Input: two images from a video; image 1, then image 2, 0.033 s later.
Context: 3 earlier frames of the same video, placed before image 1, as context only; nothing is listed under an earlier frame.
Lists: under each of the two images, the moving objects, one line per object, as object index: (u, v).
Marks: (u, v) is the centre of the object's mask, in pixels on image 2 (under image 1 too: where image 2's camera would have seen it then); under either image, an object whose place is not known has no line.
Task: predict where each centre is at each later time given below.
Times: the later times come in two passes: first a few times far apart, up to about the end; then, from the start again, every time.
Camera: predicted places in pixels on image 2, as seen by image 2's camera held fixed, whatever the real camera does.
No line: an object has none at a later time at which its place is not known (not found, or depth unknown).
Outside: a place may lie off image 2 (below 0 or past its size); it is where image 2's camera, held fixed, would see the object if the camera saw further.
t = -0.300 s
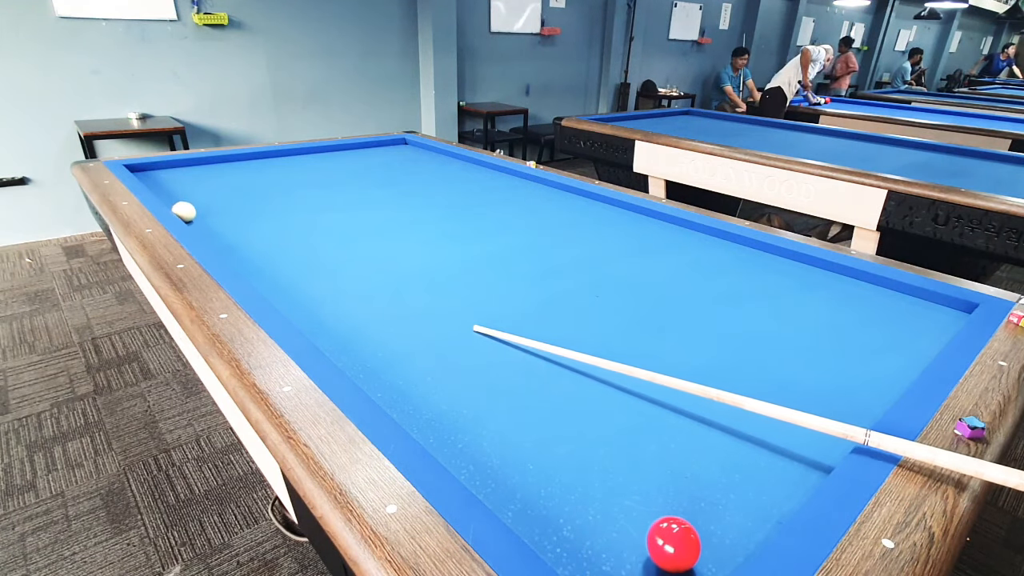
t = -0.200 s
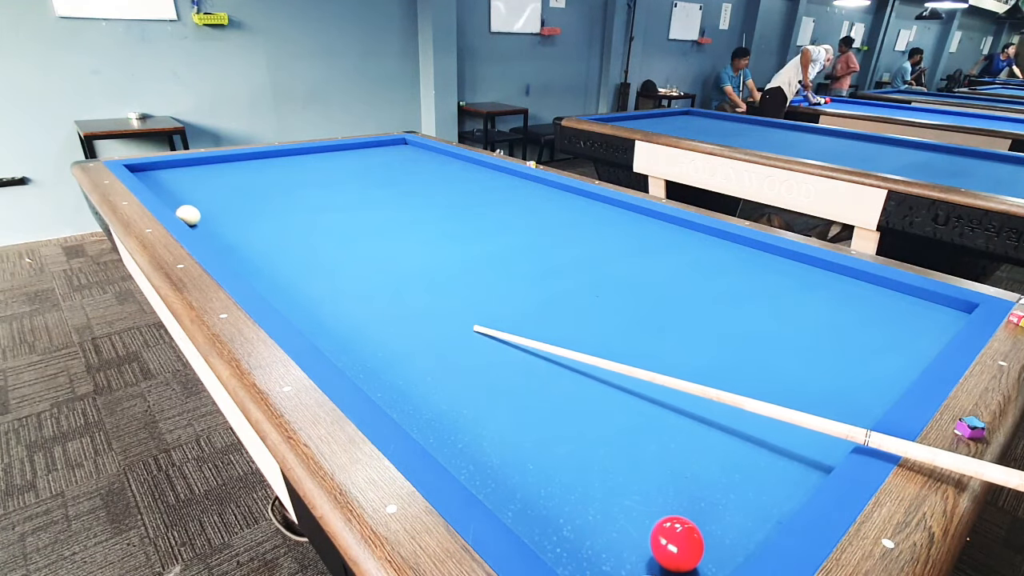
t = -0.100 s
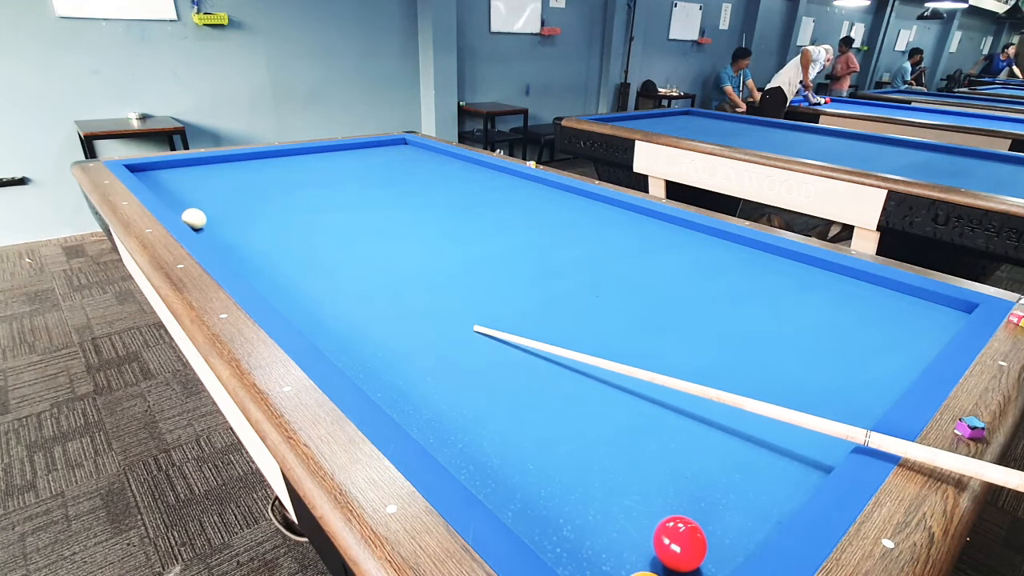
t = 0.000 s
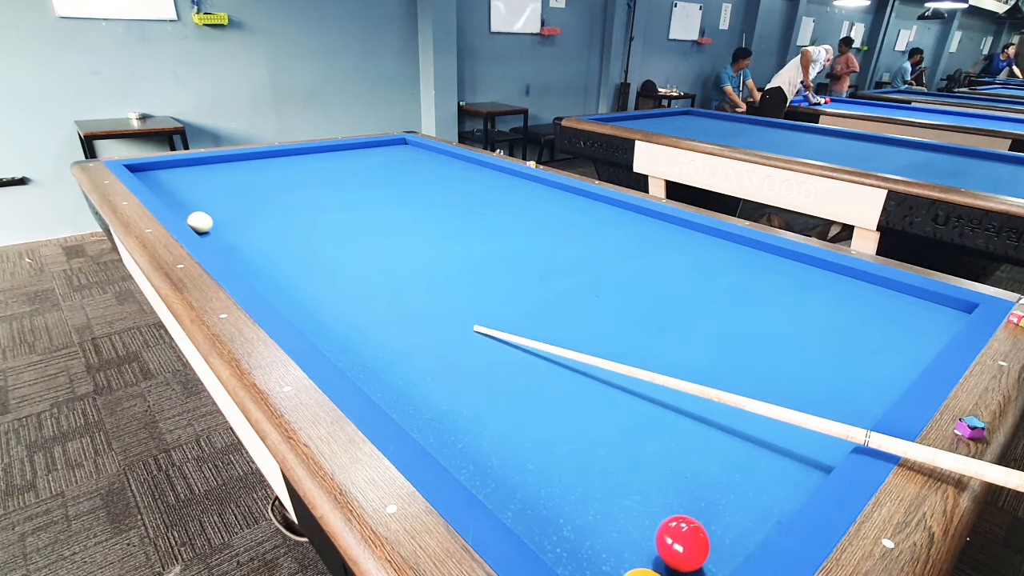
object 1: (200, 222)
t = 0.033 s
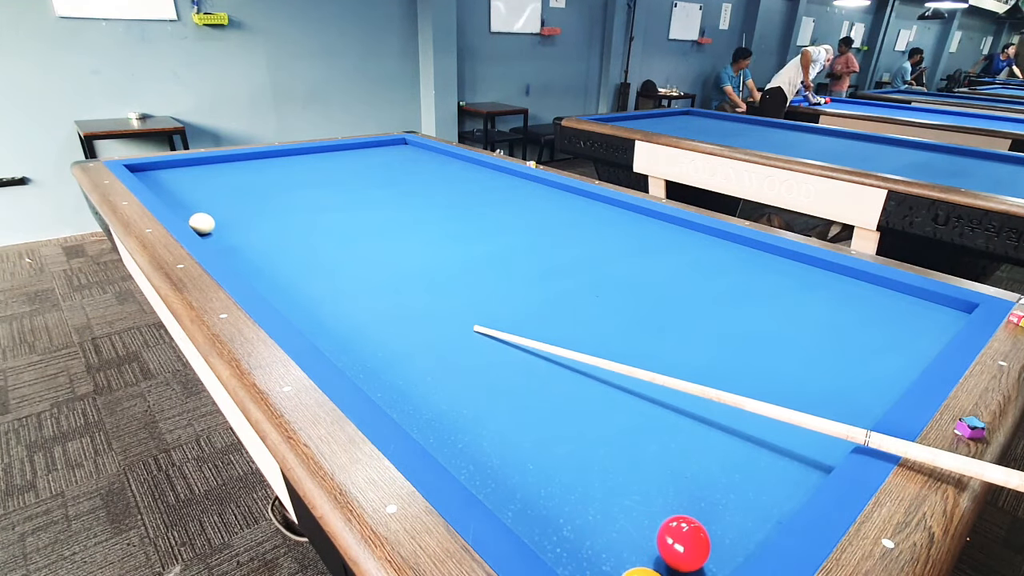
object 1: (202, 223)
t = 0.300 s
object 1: (218, 233)
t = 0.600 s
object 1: (238, 245)
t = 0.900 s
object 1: (259, 257)
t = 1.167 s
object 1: (278, 268)
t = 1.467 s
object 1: (302, 281)
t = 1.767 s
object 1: (327, 295)
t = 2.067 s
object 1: (353, 310)
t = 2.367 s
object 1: (380, 325)
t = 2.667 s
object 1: (410, 341)
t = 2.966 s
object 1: (441, 357)
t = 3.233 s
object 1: (469, 372)
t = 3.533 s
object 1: (503, 390)
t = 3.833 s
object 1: (537, 408)
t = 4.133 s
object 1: (571, 426)
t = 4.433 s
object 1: (606, 446)
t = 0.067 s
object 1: (204, 224)
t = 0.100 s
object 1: (206, 226)
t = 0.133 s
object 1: (208, 227)
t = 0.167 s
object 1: (210, 228)
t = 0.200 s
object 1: (212, 229)
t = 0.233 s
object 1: (214, 230)
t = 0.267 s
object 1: (216, 232)
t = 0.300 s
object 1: (218, 233)
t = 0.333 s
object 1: (220, 234)
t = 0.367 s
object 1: (222, 236)
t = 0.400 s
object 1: (224, 237)
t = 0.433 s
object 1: (227, 238)
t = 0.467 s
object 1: (229, 239)
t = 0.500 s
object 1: (231, 241)
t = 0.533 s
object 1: (233, 242)
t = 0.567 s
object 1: (235, 243)
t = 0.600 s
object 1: (238, 245)
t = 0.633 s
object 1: (240, 246)
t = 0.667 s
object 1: (242, 247)
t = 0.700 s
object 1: (245, 248)
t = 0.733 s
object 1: (247, 249)
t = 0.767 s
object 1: (249, 251)
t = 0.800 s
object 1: (251, 253)
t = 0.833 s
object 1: (254, 254)
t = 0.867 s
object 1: (256, 255)
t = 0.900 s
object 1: (259, 257)
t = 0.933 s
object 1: (261, 258)
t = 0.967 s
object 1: (263, 259)
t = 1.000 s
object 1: (266, 261)
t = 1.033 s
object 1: (268, 262)
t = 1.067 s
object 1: (271, 263)
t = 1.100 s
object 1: (273, 265)
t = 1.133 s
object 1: (276, 266)
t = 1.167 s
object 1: (278, 268)
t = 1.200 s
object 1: (281, 270)
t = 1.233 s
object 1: (283, 271)
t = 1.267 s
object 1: (286, 272)
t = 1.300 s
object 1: (289, 274)
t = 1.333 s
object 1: (291, 275)
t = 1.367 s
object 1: (294, 277)
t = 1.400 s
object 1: (297, 278)
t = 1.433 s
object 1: (299, 280)
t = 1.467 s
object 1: (302, 281)
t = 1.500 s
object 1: (305, 283)
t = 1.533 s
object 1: (307, 284)
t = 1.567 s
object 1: (310, 286)
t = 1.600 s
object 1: (313, 287)
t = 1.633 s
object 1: (315, 289)
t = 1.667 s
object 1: (318, 290)
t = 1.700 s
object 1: (321, 292)
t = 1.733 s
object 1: (324, 294)
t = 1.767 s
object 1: (327, 295)
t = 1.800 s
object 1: (329, 297)
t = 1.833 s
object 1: (332, 298)
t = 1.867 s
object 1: (335, 300)
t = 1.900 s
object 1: (338, 302)
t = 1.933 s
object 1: (341, 303)
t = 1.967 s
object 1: (344, 305)
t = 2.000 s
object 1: (347, 307)
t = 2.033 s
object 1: (350, 308)
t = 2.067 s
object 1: (353, 310)
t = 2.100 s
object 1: (356, 311)
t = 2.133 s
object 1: (359, 313)
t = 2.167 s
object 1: (362, 315)
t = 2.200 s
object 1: (365, 317)
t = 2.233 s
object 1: (368, 318)
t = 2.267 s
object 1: (371, 320)
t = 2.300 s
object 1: (374, 322)
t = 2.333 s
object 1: (377, 324)
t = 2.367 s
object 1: (380, 325)
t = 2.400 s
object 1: (384, 327)
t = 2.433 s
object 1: (387, 329)
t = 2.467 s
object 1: (390, 330)
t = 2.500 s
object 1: (393, 332)
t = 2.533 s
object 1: (396, 334)
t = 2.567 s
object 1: (400, 336)
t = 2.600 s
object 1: (403, 338)
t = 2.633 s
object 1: (406, 339)
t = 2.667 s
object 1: (410, 341)
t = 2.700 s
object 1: (413, 343)
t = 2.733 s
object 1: (416, 345)
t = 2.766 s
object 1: (420, 346)
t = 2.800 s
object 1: (423, 348)
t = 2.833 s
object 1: (427, 350)
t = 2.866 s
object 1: (430, 352)
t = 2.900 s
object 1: (434, 354)
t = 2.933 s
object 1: (437, 356)
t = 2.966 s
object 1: (441, 357)
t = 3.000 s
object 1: (444, 359)
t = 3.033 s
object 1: (448, 361)
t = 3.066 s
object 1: (451, 363)
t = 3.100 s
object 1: (455, 365)
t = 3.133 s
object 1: (458, 367)
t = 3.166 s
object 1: (462, 369)
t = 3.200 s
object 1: (466, 370)
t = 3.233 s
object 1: (469, 372)
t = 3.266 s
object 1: (473, 374)
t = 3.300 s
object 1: (476, 376)
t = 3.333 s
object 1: (480, 378)
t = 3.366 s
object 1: (484, 380)
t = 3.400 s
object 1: (488, 382)
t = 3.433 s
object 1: (491, 384)
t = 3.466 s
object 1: (495, 386)
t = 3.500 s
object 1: (499, 388)
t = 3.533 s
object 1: (503, 390)
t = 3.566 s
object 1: (506, 392)
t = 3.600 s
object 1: (510, 394)
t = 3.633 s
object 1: (514, 396)
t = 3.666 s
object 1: (518, 398)
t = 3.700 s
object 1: (521, 400)
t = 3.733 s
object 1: (525, 402)
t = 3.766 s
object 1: (529, 404)
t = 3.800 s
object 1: (533, 406)
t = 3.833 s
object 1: (537, 408)
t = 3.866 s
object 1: (541, 410)
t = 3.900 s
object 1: (544, 412)
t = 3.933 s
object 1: (548, 414)
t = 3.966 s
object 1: (552, 416)
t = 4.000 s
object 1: (556, 418)
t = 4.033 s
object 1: (560, 420)
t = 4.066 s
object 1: (564, 422)
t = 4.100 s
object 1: (568, 424)
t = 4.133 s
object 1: (571, 426)
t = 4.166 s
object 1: (575, 428)
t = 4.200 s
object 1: (579, 431)
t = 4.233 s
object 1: (583, 433)
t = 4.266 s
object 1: (587, 435)
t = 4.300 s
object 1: (591, 437)
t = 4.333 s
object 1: (594, 439)
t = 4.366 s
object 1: (598, 441)
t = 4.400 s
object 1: (602, 443)
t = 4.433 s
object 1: (606, 446)
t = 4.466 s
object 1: (610, 448)
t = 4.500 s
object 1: (614, 450)
